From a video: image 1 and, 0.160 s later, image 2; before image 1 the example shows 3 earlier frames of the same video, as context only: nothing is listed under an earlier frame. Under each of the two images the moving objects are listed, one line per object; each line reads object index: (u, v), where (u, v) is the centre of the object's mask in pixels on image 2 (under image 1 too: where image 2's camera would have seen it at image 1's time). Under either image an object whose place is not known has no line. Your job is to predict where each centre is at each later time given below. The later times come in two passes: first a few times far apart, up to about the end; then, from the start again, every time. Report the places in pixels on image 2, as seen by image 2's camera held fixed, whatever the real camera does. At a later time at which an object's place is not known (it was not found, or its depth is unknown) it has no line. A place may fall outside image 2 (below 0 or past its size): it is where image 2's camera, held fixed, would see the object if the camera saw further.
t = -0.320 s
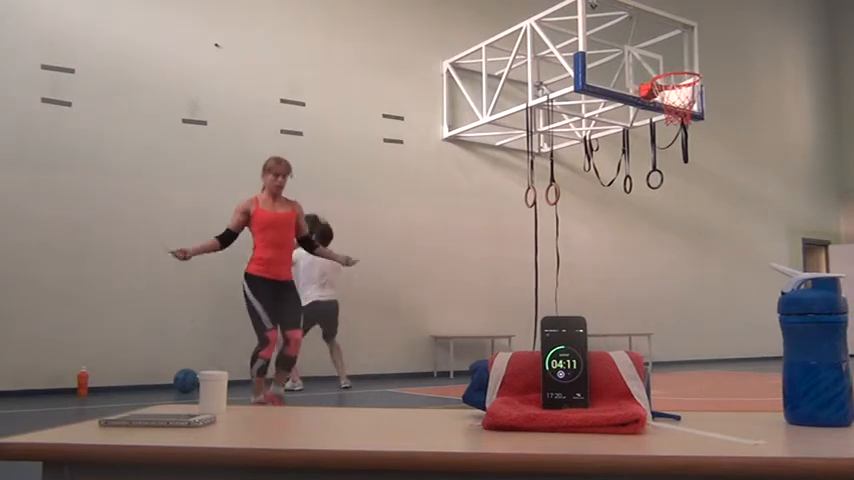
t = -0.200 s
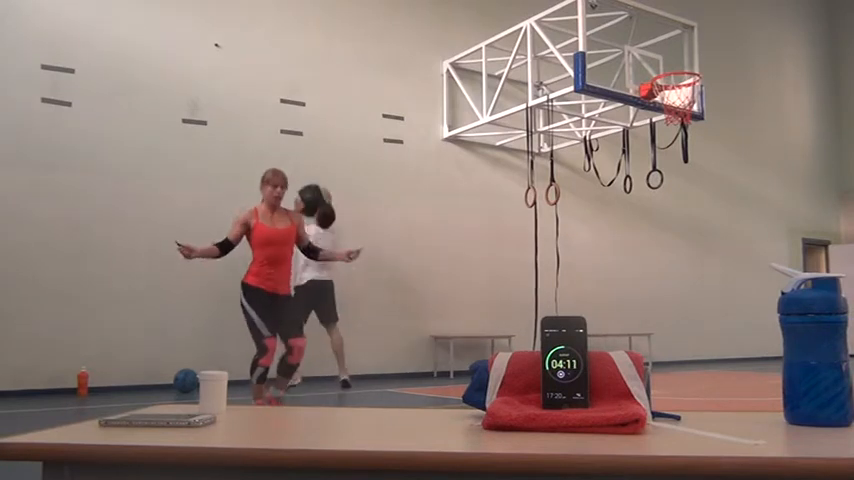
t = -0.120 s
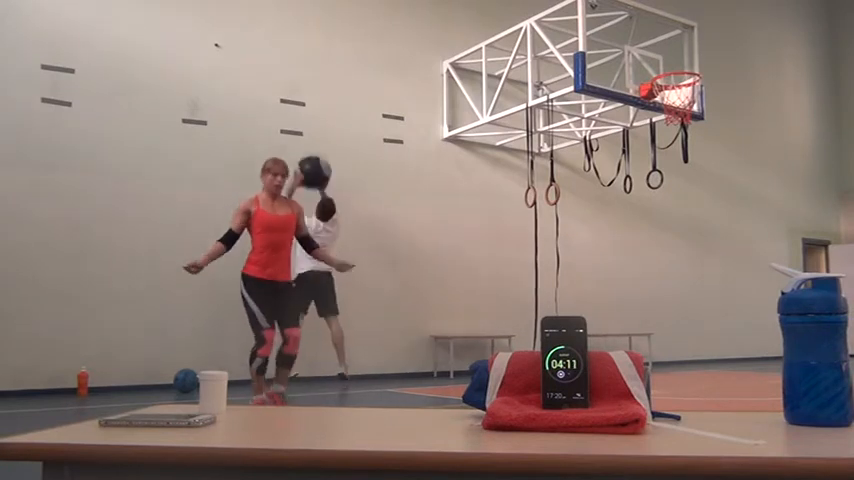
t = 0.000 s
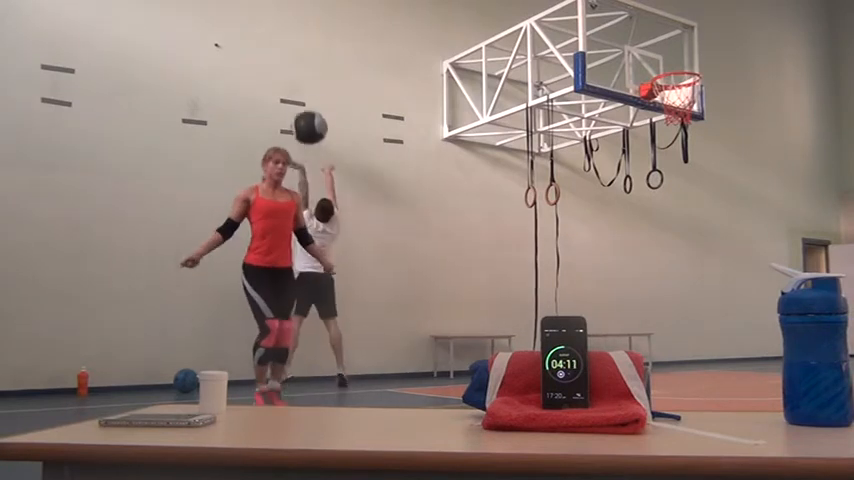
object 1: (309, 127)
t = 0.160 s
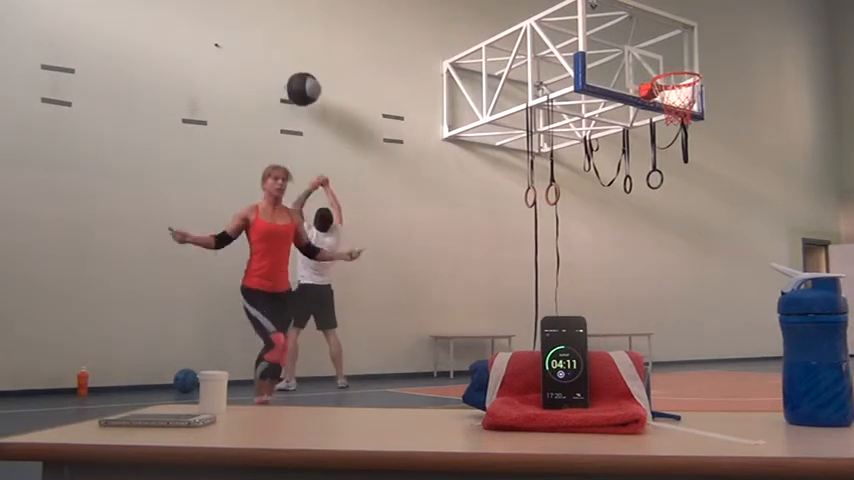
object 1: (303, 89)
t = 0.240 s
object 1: (300, 78)
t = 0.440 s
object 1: (298, 75)
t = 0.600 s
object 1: (302, 97)
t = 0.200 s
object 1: (301, 82)
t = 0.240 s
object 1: (300, 78)
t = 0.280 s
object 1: (298, 75)
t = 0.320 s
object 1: (296, 74)
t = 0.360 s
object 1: (296, 73)
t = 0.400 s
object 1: (297, 74)
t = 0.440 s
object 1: (298, 75)
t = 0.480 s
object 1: (299, 78)
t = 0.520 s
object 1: (300, 83)
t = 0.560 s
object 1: (301, 89)
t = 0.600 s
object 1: (302, 97)
